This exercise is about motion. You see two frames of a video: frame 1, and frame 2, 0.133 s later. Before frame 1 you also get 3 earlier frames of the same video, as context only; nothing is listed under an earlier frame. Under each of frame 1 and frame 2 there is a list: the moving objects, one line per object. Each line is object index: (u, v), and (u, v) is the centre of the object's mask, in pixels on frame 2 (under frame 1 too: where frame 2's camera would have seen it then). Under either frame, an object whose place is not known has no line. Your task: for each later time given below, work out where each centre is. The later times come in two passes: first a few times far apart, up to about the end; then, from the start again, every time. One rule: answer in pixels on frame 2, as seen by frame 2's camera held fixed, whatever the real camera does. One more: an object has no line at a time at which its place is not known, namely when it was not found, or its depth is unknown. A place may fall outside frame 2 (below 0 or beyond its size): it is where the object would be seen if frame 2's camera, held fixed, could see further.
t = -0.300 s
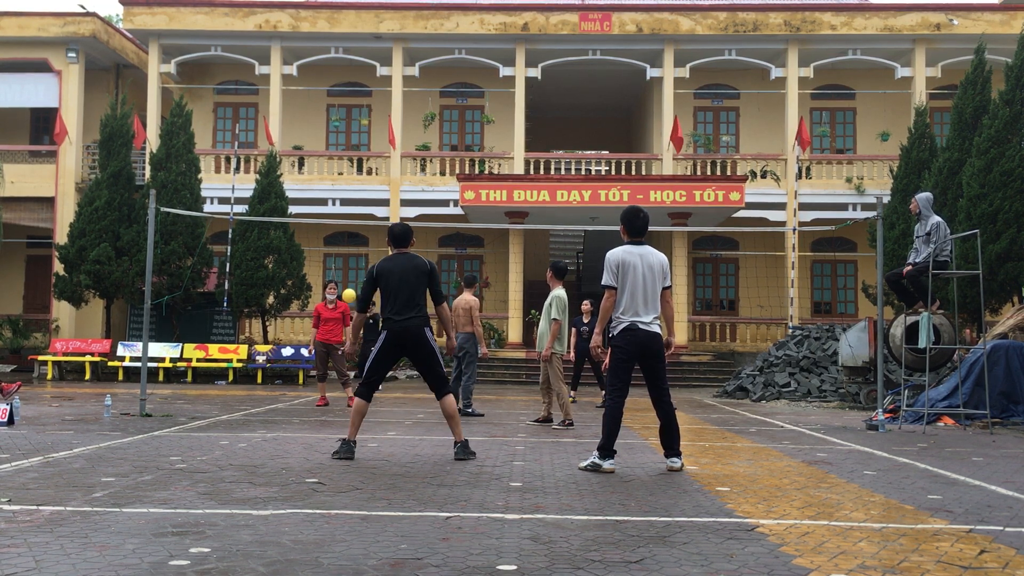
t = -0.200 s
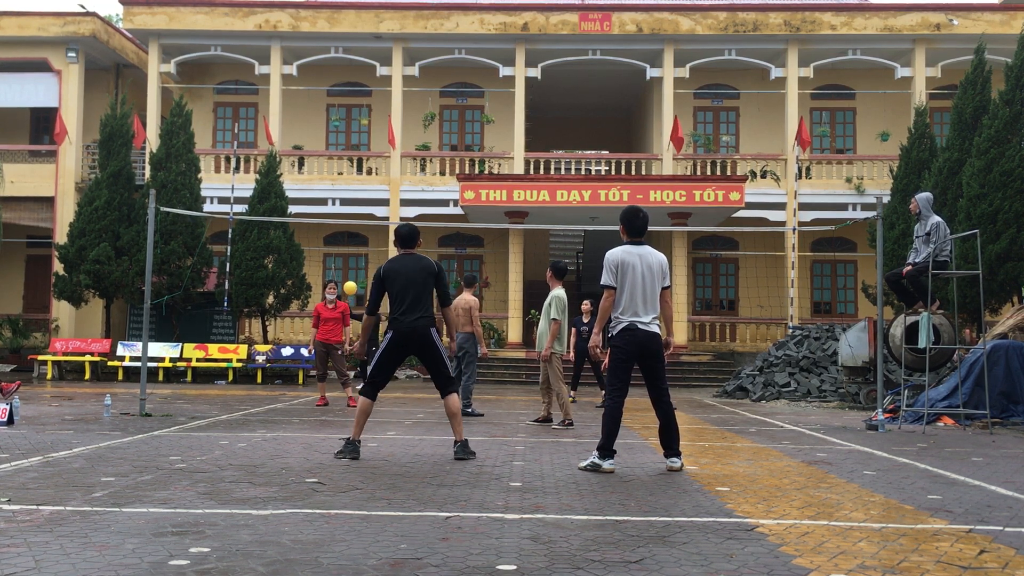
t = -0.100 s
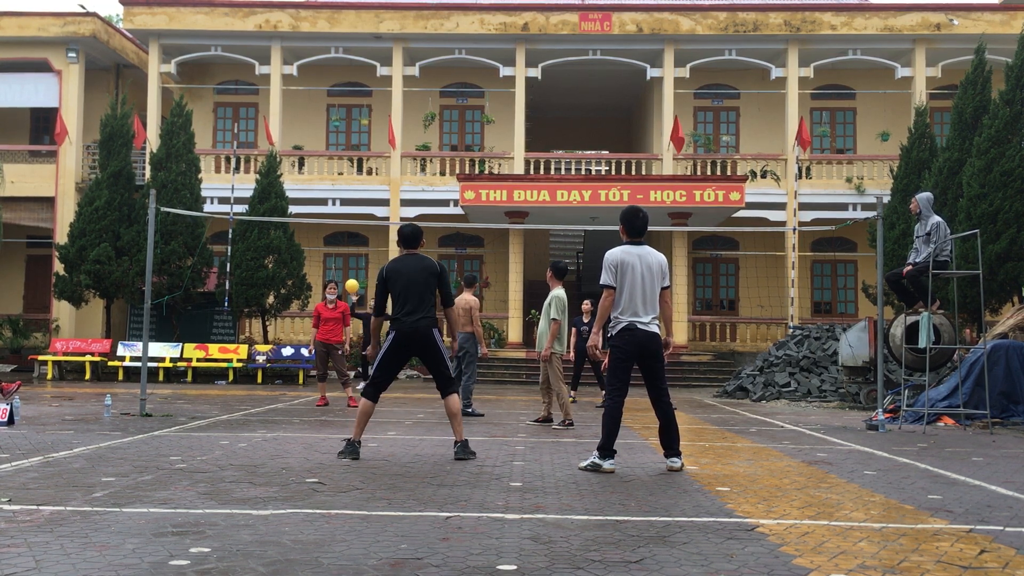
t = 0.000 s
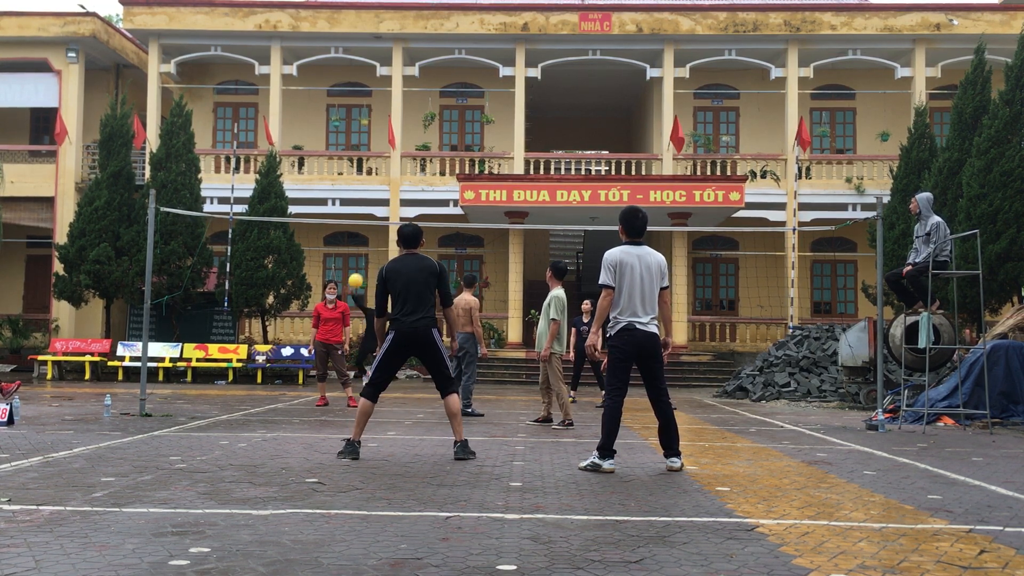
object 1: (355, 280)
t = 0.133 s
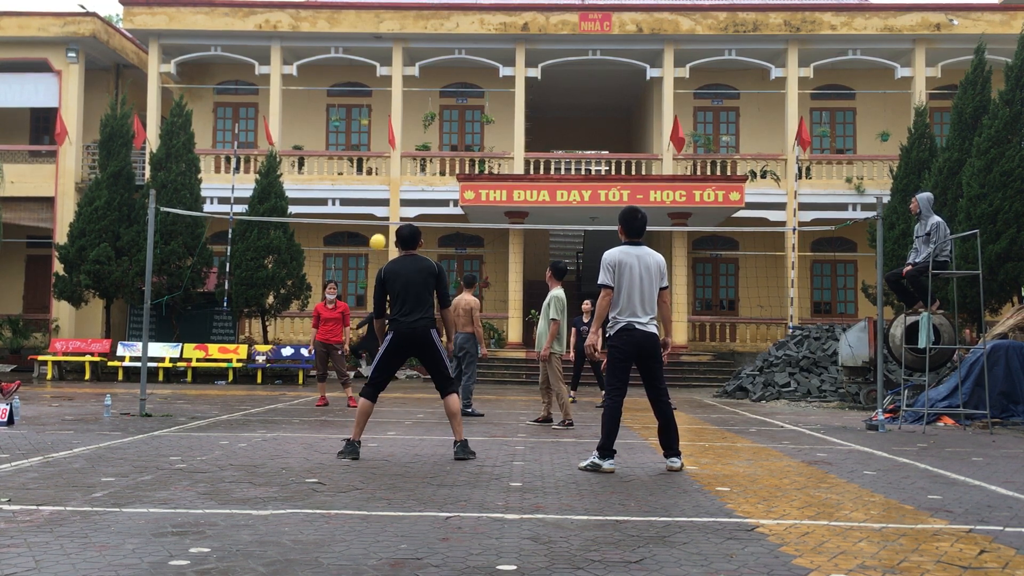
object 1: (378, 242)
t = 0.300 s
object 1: (408, 204)
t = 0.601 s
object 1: (456, 193)
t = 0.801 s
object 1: (481, 242)
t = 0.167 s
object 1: (384, 233)
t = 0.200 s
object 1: (389, 224)
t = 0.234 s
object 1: (396, 215)
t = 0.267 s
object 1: (402, 209)
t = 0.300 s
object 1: (408, 204)
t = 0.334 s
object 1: (413, 199)
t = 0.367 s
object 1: (419, 194)
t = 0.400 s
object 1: (425, 191)
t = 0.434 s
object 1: (430, 188)
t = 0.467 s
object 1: (436, 187)
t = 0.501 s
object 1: (441, 186)
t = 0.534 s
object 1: (446, 187)
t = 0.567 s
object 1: (451, 190)
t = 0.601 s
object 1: (456, 193)
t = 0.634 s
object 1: (461, 198)
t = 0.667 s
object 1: (465, 204)
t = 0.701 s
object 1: (469, 211)
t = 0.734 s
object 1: (473, 220)
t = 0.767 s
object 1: (477, 230)
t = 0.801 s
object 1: (481, 242)
